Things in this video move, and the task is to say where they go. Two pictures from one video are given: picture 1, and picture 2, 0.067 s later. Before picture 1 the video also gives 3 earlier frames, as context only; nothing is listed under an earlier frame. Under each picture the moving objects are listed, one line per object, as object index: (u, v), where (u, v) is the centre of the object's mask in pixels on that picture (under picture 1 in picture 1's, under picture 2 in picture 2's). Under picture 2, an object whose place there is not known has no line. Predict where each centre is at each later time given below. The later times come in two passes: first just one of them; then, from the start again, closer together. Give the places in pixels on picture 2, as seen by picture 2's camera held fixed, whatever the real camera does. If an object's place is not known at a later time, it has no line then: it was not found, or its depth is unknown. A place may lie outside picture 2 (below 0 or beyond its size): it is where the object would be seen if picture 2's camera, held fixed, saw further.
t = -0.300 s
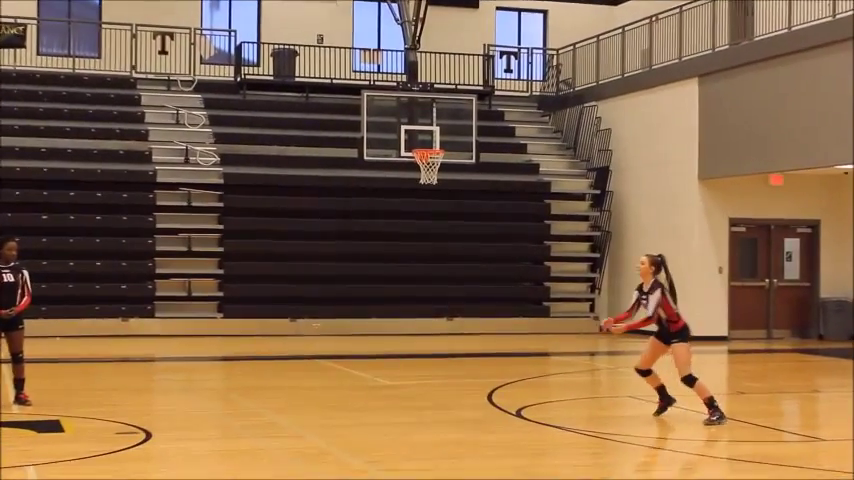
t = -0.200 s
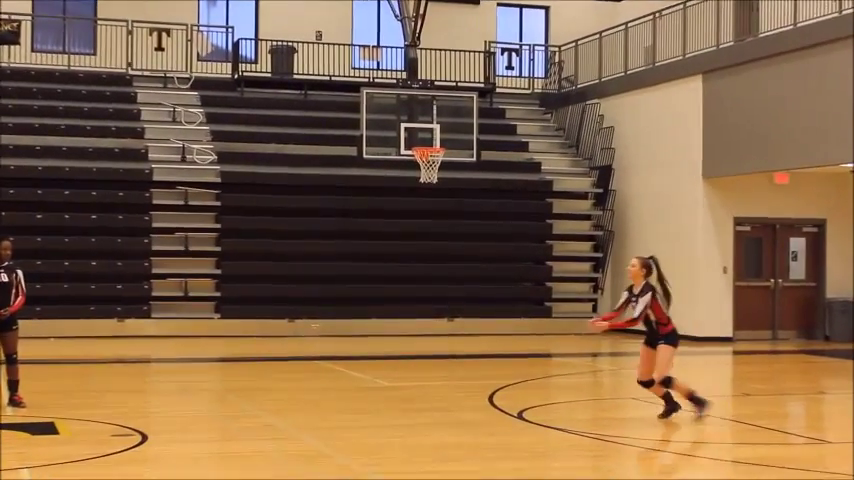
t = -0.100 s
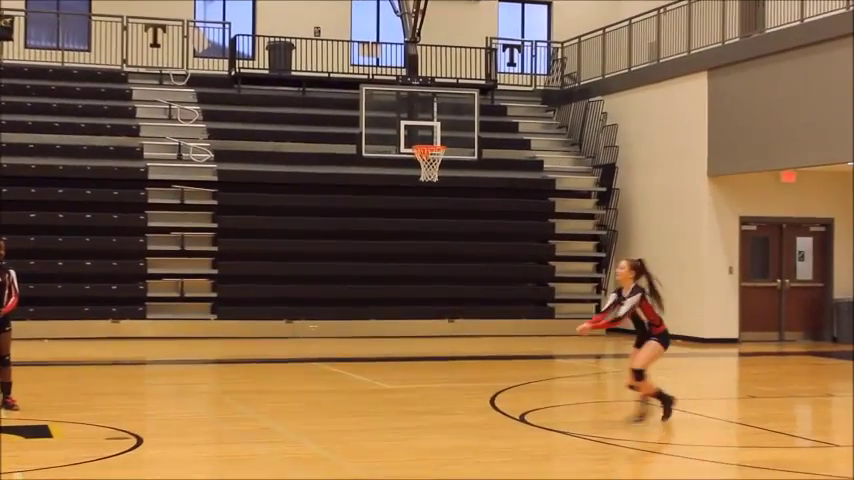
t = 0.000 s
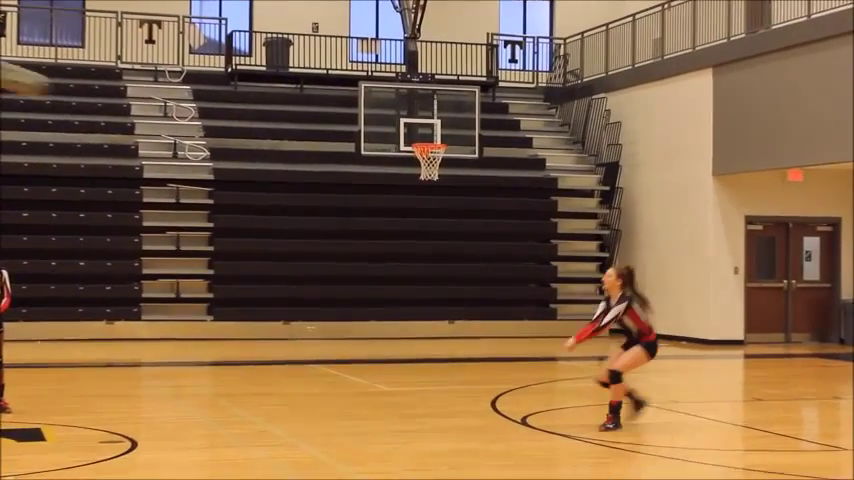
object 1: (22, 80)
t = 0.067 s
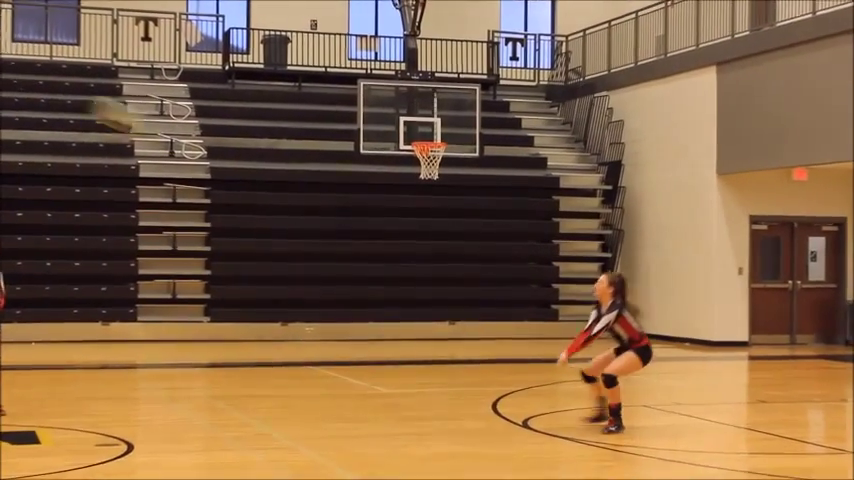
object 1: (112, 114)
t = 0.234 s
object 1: (370, 228)
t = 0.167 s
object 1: (278, 184)
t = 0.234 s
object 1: (370, 228)
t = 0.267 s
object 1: (411, 250)
